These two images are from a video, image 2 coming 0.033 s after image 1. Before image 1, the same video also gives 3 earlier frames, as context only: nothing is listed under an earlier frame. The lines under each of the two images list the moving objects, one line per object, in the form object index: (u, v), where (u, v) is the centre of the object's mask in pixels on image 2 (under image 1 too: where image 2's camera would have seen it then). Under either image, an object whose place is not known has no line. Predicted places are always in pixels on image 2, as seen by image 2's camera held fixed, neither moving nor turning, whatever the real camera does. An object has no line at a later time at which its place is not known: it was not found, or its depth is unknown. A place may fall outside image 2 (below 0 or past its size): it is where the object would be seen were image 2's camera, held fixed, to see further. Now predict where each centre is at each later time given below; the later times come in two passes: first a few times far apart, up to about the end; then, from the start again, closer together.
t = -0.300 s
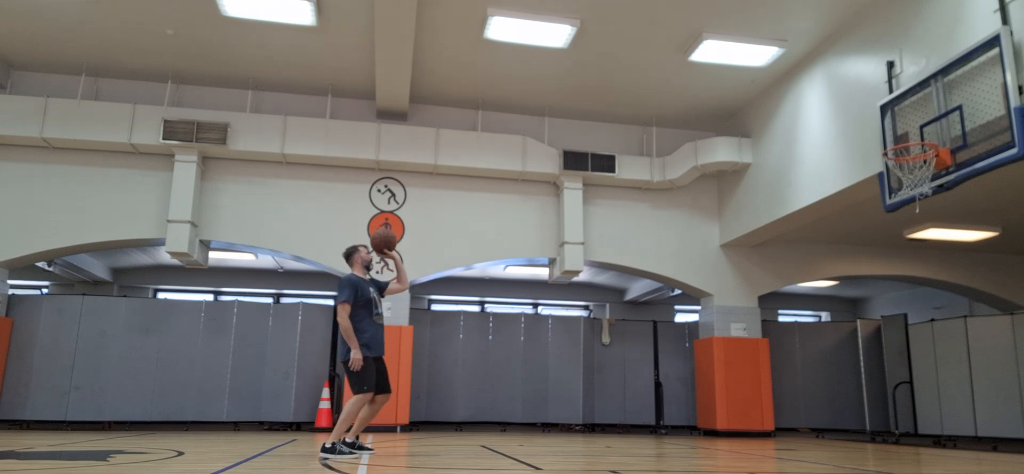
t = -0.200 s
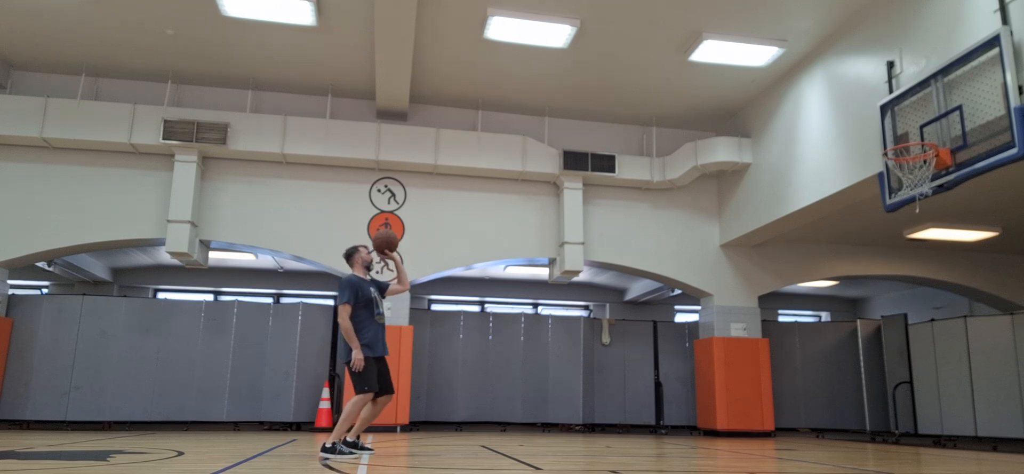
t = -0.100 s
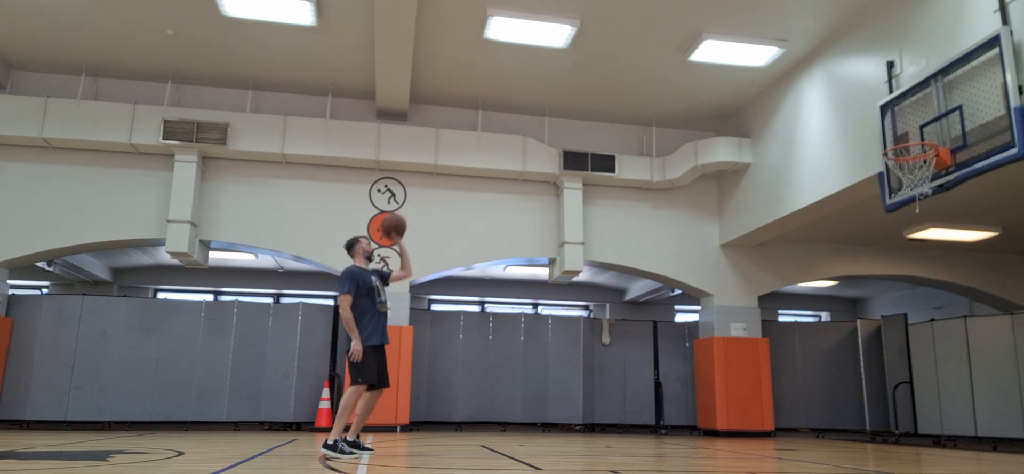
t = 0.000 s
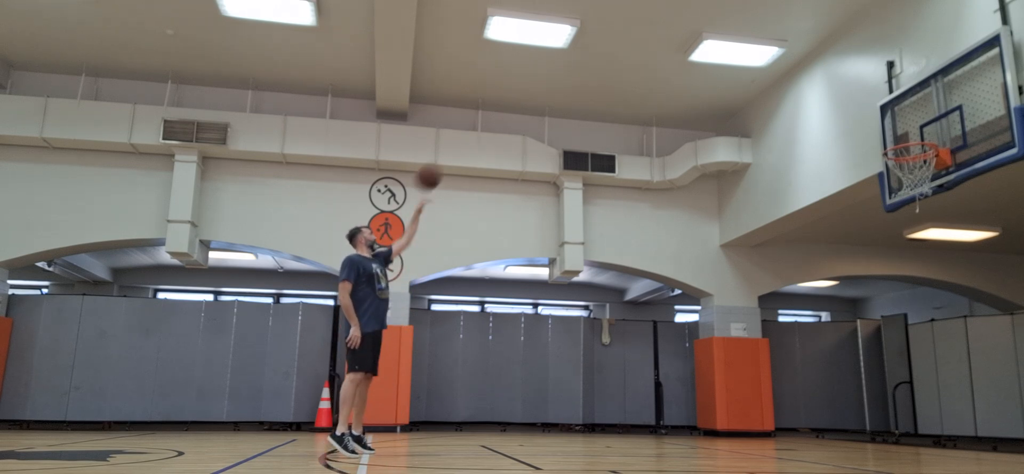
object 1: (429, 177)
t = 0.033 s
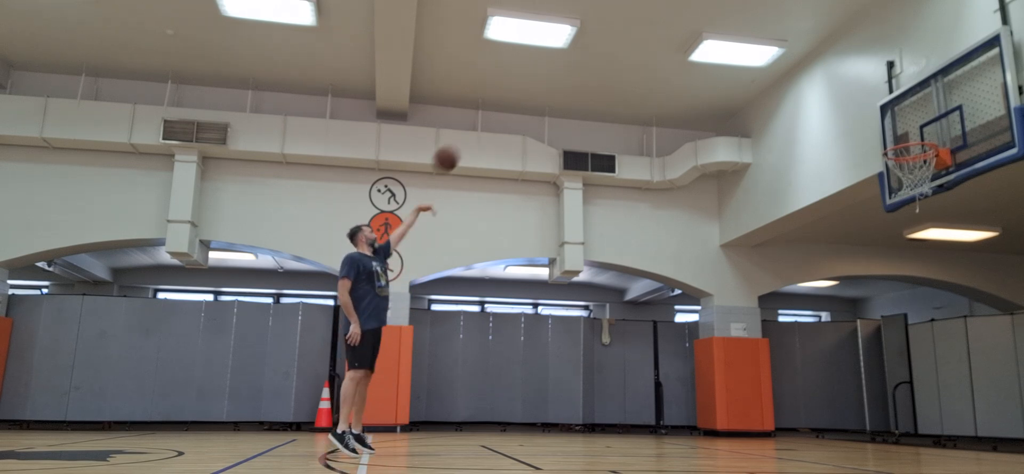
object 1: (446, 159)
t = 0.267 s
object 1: (562, 69)
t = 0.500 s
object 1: (666, 36)
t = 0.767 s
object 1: (781, 58)
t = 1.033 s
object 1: (897, 137)
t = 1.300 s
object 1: (928, 203)
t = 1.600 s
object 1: (912, 321)
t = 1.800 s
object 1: (908, 446)
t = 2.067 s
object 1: (849, 340)
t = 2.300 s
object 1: (807, 308)
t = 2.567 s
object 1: (767, 333)
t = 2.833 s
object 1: (733, 423)
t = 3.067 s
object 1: (699, 385)
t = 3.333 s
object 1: (665, 369)
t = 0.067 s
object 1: (463, 142)
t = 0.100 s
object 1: (480, 126)
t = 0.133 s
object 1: (497, 113)
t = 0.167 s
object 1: (514, 100)
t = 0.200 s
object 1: (530, 89)
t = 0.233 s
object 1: (546, 79)
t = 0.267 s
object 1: (562, 69)
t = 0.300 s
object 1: (577, 61)
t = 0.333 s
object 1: (592, 54)
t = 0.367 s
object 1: (607, 49)
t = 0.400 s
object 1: (622, 44)
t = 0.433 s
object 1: (637, 40)
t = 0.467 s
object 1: (651, 37)
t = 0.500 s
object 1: (666, 36)
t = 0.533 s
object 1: (680, 35)
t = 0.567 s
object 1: (694, 35)
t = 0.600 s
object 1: (709, 36)
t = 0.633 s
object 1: (724, 38)
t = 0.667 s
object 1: (738, 41)
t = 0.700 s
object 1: (753, 45)
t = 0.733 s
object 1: (768, 51)
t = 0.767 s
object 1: (781, 58)
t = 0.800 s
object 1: (795, 64)
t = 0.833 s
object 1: (809, 71)
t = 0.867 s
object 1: (824, 80)
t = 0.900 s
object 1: (839, 90)
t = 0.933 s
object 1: (853, 101)
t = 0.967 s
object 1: (867, 112)
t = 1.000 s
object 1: (882, 125)
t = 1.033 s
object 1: (897, 137)
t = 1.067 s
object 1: (912, 155)
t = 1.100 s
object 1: (931, 166)
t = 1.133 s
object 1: (937, 180)
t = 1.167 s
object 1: (939, 179)
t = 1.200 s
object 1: (935, 181)
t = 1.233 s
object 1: (933, 188)
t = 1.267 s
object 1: (930, 195)
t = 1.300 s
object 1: (928, 203)
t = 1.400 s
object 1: (920, 233)
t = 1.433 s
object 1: (919, 247)
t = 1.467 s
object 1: (918, 258)
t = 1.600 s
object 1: (912, 321)
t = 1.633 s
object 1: (911, 339)
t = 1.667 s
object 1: (910, 359)
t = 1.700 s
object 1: (909, 379)
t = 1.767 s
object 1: (909, 423)
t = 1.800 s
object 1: (908, 446)
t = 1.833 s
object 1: (901, 432)
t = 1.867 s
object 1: (891, 414)
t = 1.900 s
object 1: (884, 399)
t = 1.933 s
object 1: (877, 384)
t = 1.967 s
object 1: (871, 371)
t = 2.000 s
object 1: (863, 359)
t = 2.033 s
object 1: (856, 349)
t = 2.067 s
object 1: (849, 340)
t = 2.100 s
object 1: (844, 333)
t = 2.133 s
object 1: (837, 326)
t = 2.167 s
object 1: (831, 319)
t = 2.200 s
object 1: (825, 315)
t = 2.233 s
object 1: (819, 312)
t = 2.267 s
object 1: (813, 309)
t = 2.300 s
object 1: (807, 308)
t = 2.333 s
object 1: (802, 307)
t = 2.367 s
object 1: (796, 308)
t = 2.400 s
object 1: (791, 309)
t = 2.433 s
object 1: (786, 313)
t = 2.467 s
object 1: (781, 317)
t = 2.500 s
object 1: (776, 322)
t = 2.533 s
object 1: (771, 327)
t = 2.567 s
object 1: (767, 333)
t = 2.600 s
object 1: (763, 341)
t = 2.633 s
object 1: (758, 350)
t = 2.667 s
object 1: (753, 360)
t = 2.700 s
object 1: (749, 370)
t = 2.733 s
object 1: (745, 382)
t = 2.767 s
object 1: (741, 394)
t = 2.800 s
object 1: (737, 408)
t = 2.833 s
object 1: (733, 423)
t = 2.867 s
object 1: (728, 438)
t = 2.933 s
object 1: (719, 421)
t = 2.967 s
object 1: (714, 409)
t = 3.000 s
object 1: (709, 400)
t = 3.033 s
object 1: (704, 392)
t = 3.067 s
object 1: (699, 385)
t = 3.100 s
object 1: (695, 380)
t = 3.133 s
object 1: (690, 375)
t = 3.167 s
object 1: (686, 372)
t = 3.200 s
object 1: (682, 369)
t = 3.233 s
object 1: (678, 368)
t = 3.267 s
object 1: (674, 367)
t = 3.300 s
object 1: (670, 367)
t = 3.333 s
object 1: (665, 369)
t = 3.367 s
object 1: (662, 371)
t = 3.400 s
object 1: (658, 374)
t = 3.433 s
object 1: (654, 379)
